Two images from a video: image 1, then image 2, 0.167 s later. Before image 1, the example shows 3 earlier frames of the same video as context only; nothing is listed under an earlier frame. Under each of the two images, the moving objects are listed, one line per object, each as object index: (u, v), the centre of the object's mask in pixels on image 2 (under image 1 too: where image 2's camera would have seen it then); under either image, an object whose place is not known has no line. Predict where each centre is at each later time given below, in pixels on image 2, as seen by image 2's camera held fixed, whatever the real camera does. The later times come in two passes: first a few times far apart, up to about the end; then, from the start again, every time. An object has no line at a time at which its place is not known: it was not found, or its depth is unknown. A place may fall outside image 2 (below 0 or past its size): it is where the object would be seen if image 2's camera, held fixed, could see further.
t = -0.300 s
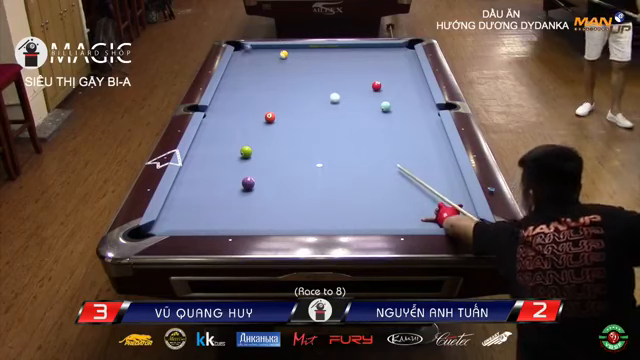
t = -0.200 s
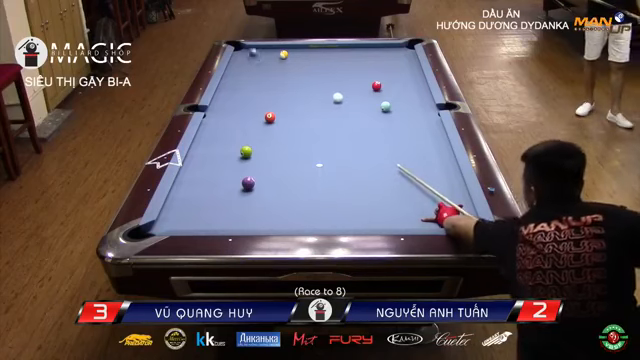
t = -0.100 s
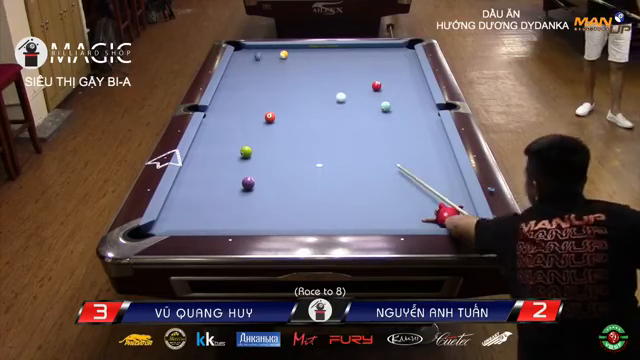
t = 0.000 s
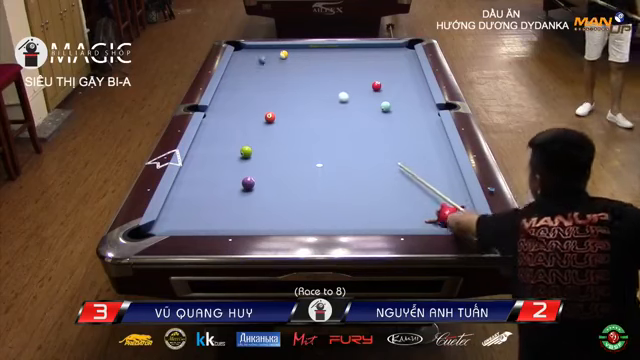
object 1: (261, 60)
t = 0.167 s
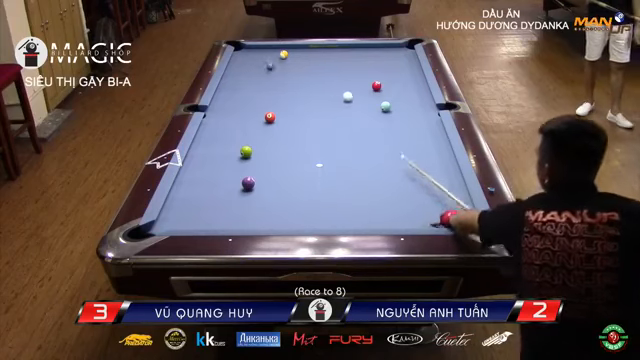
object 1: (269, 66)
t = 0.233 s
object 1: (273, 68)
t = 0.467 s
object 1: (285, 78)
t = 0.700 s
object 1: (297, 86)
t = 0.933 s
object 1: (311, 98)
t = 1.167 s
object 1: (325, 107)
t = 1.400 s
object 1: (340, 118)
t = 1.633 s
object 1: (356, 131)
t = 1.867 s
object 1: (372, 143)
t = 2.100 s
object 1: (390, 156)
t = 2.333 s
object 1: (409, 170)
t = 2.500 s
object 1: (423, 181)
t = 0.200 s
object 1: (271, 67)
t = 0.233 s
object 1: (273, 68)
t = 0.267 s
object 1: (275, 69)
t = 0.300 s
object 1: (277, 70)
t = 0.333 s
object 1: (278, 72)
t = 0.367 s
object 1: (280, 73)
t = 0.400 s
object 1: (282, 74)
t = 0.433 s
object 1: (283, 76)
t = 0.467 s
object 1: (285, 78)
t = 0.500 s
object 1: (287, 78)
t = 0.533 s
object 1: (289, 79)
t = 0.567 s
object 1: (290, 81)
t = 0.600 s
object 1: (292, 82)
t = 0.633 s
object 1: (294, 84)
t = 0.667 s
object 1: (296, 85)
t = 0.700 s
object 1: (297, 86)
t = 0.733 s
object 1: (299, 88)
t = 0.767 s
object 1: (301, 90)
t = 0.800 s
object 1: (303, 91)
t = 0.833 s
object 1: (305, 92)
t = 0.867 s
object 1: (307, 93)
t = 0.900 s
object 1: (308, 95)
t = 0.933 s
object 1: (311, 98)
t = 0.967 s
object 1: (313, 98)
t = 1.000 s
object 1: (315, 99)
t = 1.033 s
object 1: (316, 101)
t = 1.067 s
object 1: (318, 102)
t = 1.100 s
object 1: (321, 104)
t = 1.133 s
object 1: (323, 106)
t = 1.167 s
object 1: (325, 107)
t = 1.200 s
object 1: (327, 108)
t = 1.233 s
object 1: (329, 110)
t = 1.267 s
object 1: (331, 112)
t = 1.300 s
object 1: (333, 114)
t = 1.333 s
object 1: (335, 115)
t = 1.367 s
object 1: (338, 117)
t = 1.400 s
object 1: (340, 118)
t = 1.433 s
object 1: (342, 120)
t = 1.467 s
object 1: (344, 122)
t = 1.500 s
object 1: (347, 125)
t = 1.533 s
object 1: (349, 125)
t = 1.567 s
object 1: (351, 127)
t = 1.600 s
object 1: (353, 129)
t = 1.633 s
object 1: (356, 131)
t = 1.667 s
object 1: (358, 133)
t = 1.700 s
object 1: (360, 134)
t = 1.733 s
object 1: (363, 136)
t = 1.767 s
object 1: (365, 138)
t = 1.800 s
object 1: (367, 139)
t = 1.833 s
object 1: (370, 141)
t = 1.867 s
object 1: (372, 143)
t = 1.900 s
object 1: (375, 145)
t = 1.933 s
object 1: (377, 147)
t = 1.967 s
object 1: (380, 149)
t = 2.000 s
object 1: (382, 150)
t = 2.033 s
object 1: (385, 153)
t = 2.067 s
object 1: (387, 154)
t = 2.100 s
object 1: (390, 156)
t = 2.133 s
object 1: (392, 158)
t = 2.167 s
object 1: (395, 160)
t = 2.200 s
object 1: (398, 162)
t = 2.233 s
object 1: (400, 164)
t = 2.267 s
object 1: (403, 166)
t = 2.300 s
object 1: (406, 168)
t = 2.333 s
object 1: (409, 170)
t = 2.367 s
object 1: (411, 172)
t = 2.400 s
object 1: (415, 175)
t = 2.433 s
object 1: (417, 177)
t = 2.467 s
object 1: (420, 179)
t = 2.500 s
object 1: (423, 181)
